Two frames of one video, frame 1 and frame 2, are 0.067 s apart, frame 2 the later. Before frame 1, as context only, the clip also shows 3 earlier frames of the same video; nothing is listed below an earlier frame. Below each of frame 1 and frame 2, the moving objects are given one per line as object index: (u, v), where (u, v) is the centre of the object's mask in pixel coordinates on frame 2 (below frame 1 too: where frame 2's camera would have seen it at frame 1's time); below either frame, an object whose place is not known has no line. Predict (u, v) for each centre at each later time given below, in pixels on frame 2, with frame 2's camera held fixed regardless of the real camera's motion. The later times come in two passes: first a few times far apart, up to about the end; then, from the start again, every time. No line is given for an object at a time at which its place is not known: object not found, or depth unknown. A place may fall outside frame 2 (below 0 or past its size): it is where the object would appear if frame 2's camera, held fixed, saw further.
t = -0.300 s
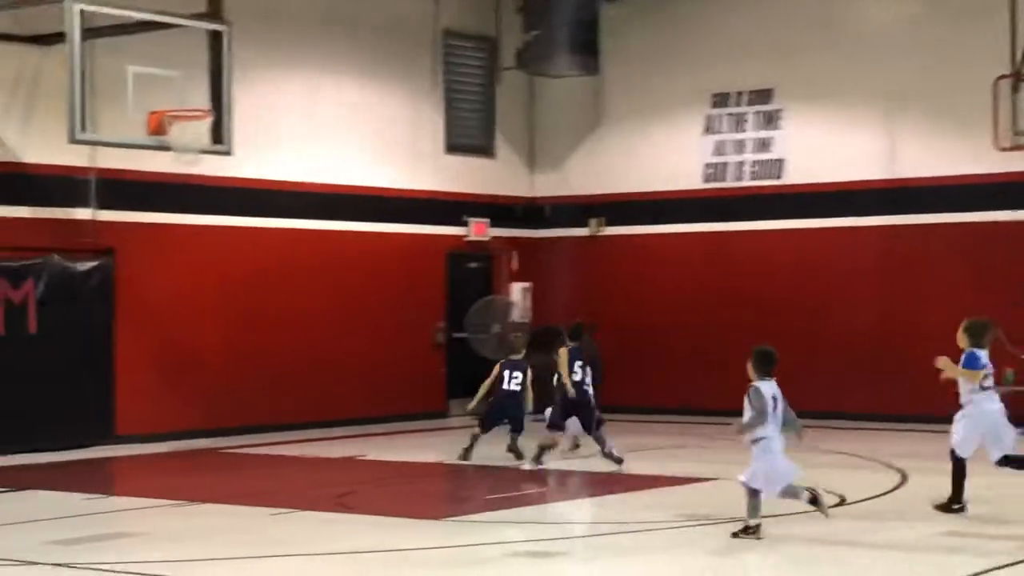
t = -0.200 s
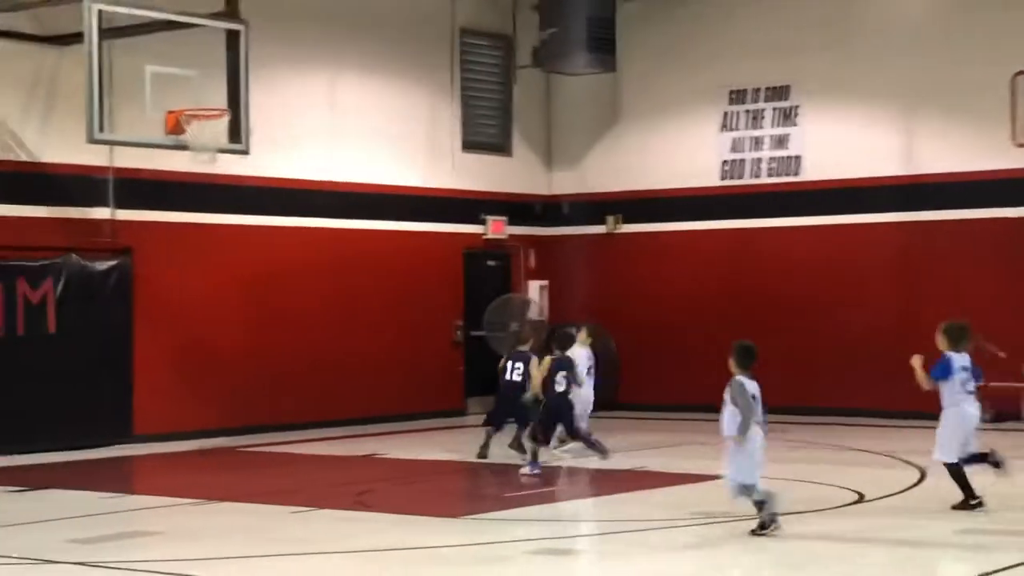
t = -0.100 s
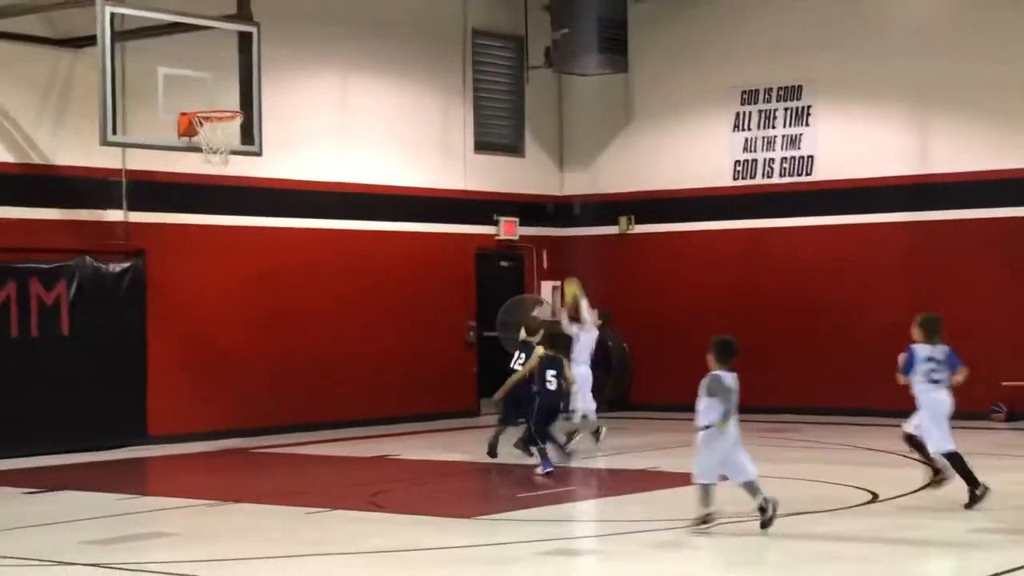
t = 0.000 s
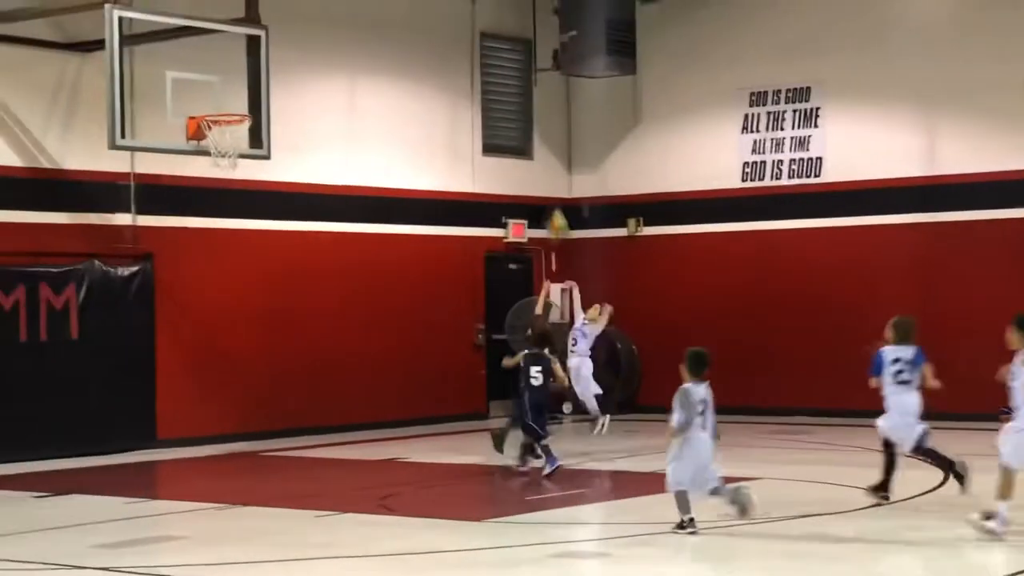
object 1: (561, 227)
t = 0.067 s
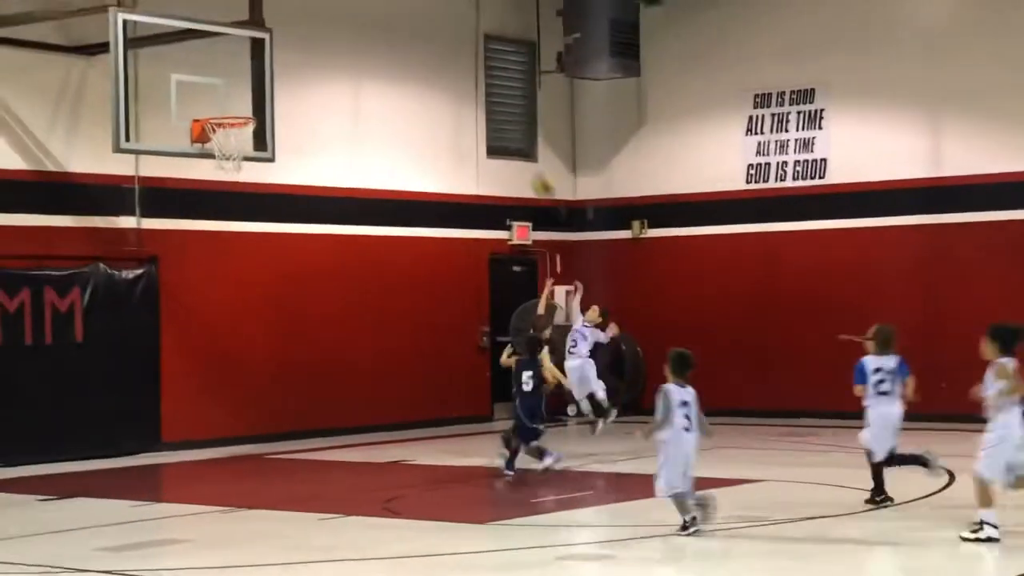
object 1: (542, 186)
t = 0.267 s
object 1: (490, 83)
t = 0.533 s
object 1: (420, 12)
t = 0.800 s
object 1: (346, 14)
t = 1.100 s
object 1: (267, 112)
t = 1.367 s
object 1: (194, 285)
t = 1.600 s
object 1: (134, 450)
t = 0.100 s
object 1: (534, 166)
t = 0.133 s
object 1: (525, 146)
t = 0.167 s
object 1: (517, 128)
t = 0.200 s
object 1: (507, 110)
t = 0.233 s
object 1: (499, 95)
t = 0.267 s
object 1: (490, 83)
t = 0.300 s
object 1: (481, 72)
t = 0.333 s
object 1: (473, 59)
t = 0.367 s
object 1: (464, 47)
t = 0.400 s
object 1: (455, 38)
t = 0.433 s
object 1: (447, 29)
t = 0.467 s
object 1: (439, 22)
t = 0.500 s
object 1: (431, 16)
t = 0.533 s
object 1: (420, 12)
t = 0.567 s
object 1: (410, 8)
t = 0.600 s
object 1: (401, 5)
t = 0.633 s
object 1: (392, 3)
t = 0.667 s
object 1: (384, 2)
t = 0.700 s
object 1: (375, 4)
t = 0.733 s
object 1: (366, 6)
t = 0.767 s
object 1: (357, 10)
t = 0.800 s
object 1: (346, 14)
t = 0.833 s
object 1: (337, 21)
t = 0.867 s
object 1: (328, 27)
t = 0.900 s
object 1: (319, 35)
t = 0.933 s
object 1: (312, 44)
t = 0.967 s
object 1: (303, 55)
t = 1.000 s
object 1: (294, 68)
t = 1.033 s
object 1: (286, 82)
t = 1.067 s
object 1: (275, 98)
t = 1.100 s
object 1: (267, 112)
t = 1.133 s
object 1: (259, 128)
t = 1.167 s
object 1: (251, 148)
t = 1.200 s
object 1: (240, 170)
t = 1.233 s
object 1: (228, 193)
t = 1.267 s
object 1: (219, 208)
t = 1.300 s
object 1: (211, 235)
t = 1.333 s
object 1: (203, 259)
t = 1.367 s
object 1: (194, 285)
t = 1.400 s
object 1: (186, 313)
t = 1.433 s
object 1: (176, 343)
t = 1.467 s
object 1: (167, 374)
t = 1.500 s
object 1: (158, 406)
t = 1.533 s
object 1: (149, 437)
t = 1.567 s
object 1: (140, 473)
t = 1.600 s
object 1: (134, 450)
